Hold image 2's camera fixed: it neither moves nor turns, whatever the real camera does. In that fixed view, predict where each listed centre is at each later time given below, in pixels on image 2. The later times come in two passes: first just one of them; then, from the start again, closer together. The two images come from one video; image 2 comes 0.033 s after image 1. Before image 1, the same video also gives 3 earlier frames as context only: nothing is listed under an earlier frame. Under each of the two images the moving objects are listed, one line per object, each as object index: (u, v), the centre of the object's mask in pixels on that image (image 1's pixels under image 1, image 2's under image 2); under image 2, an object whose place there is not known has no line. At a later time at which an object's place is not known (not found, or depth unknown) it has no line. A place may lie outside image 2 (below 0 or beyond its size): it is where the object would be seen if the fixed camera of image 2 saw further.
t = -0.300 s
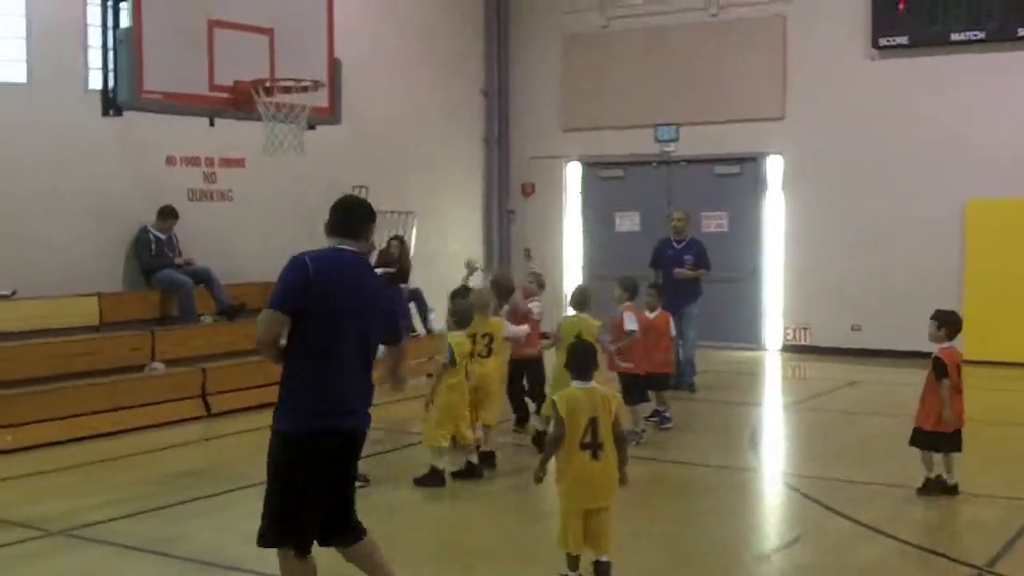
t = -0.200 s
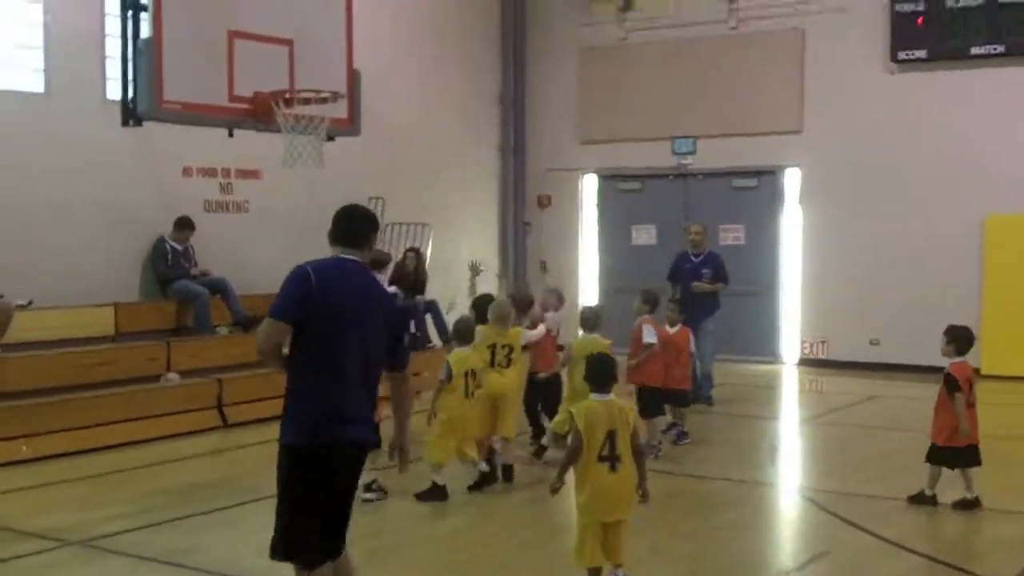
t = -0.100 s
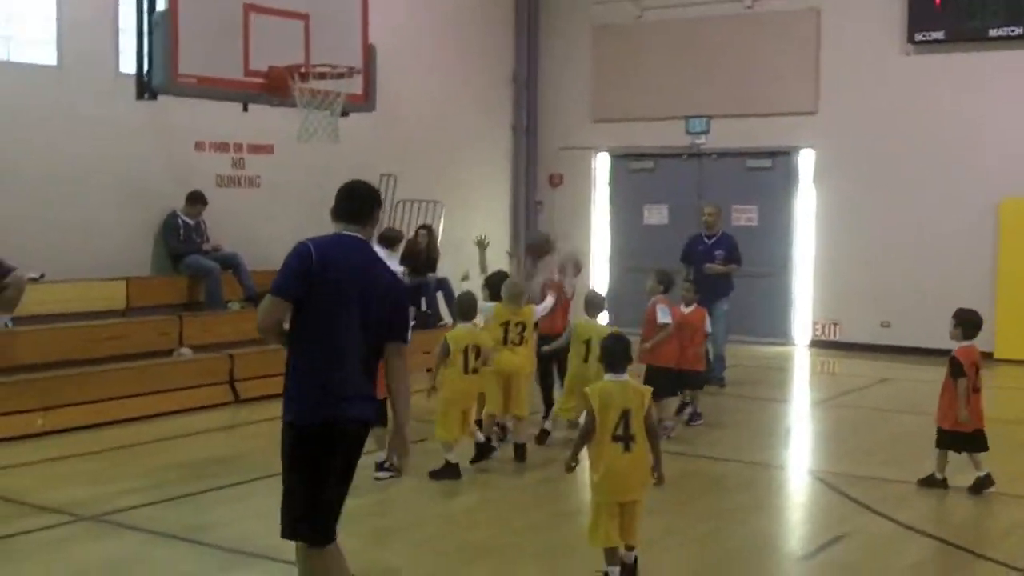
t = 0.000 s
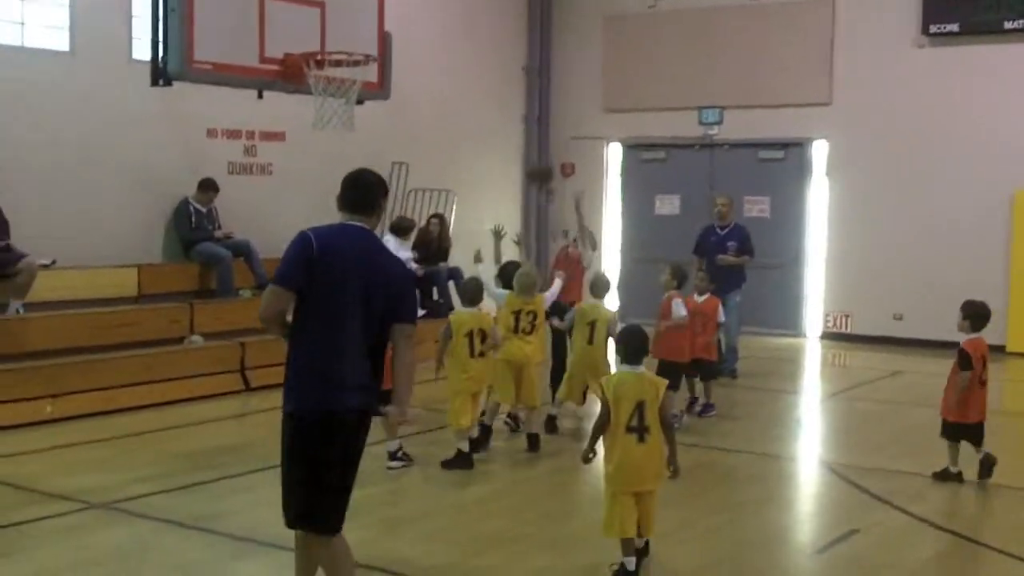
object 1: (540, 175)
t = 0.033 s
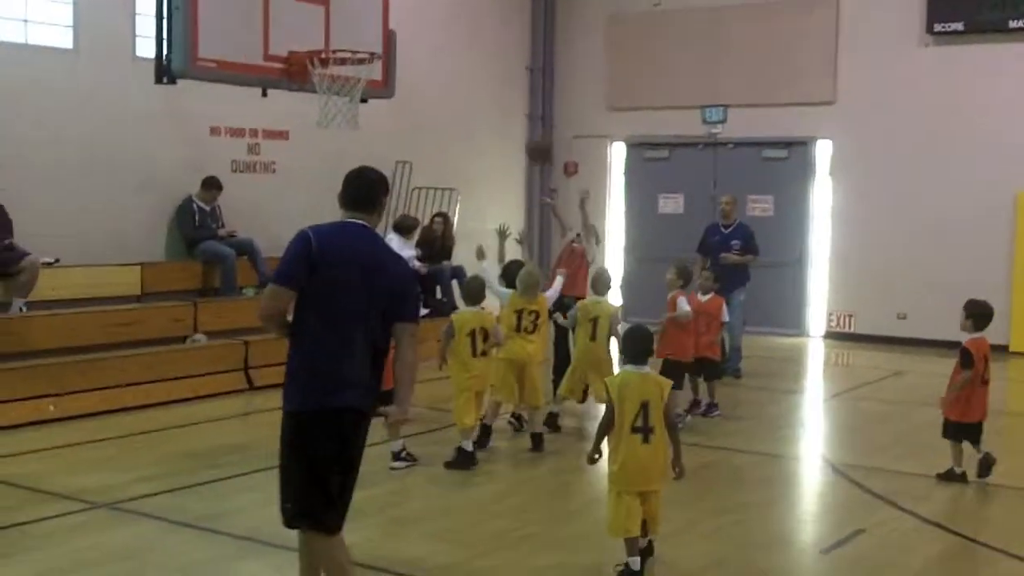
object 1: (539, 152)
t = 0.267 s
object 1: (507, 31)
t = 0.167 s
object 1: (520, 74)
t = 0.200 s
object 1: (515, 59)
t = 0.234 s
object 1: (512, 44)
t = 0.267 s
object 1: (507, 31)
